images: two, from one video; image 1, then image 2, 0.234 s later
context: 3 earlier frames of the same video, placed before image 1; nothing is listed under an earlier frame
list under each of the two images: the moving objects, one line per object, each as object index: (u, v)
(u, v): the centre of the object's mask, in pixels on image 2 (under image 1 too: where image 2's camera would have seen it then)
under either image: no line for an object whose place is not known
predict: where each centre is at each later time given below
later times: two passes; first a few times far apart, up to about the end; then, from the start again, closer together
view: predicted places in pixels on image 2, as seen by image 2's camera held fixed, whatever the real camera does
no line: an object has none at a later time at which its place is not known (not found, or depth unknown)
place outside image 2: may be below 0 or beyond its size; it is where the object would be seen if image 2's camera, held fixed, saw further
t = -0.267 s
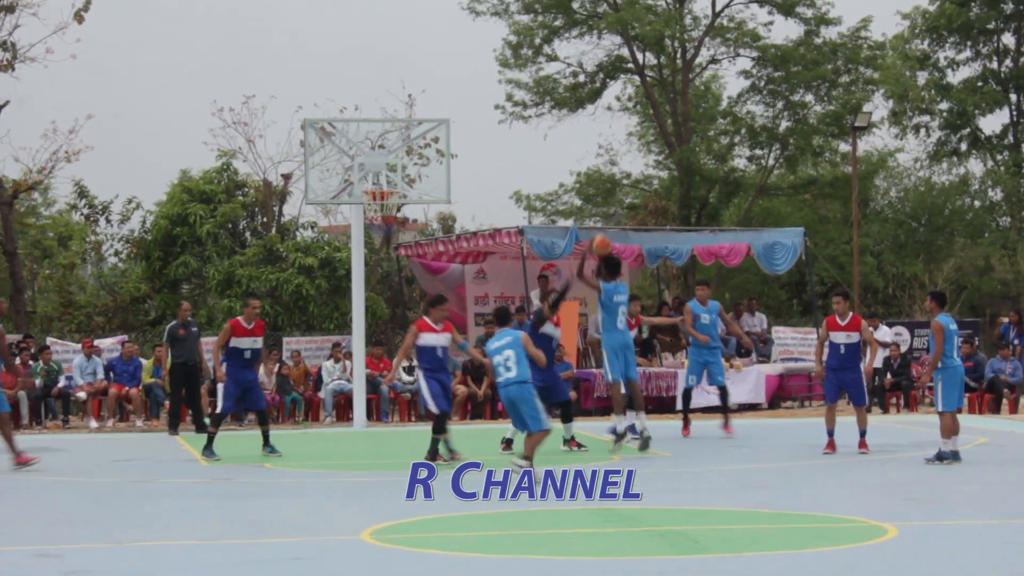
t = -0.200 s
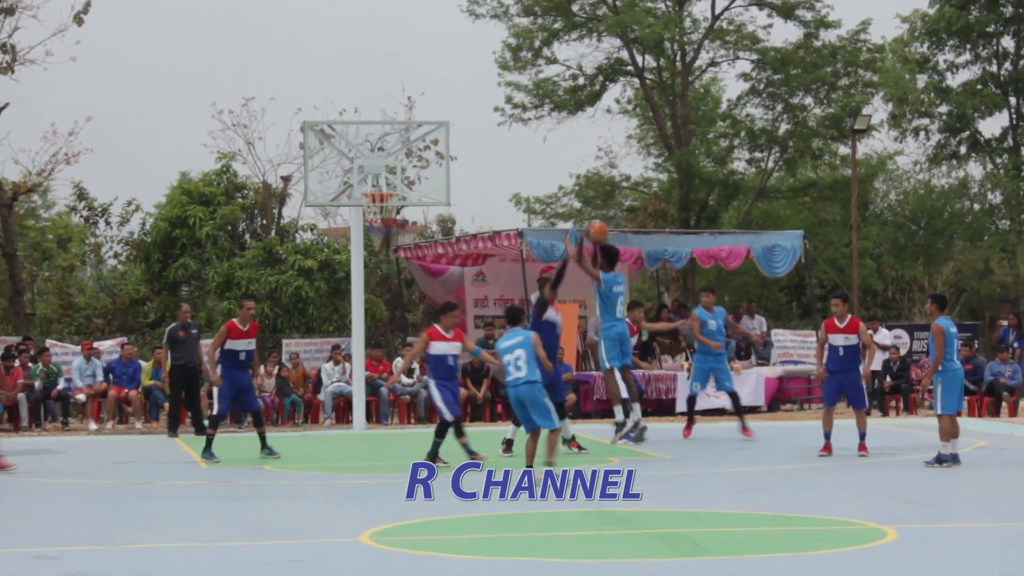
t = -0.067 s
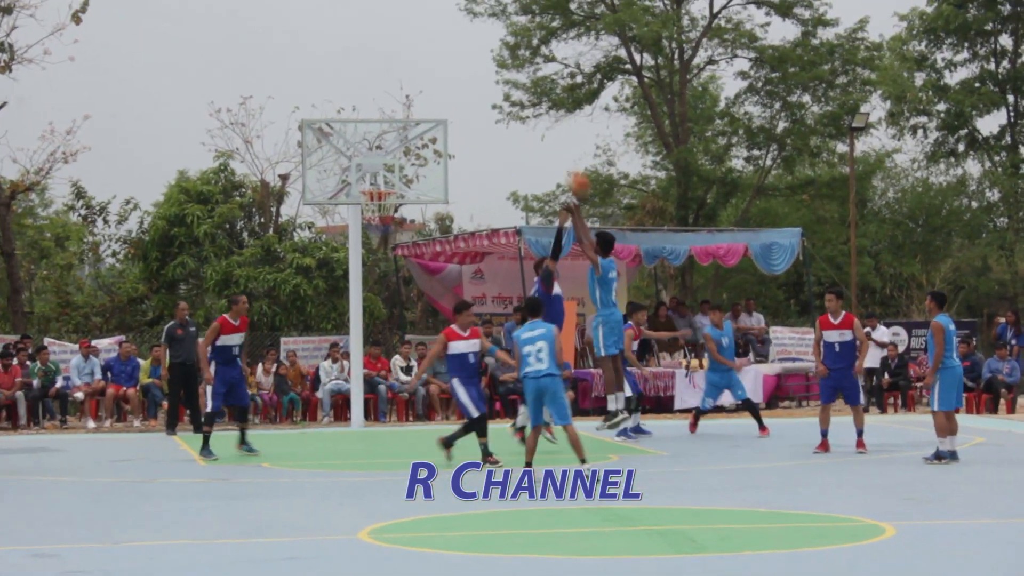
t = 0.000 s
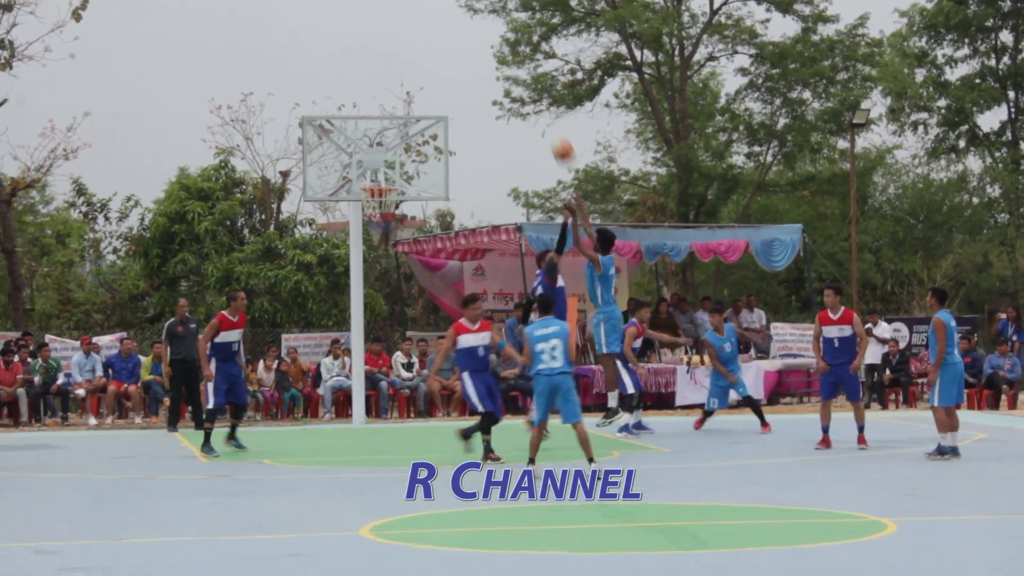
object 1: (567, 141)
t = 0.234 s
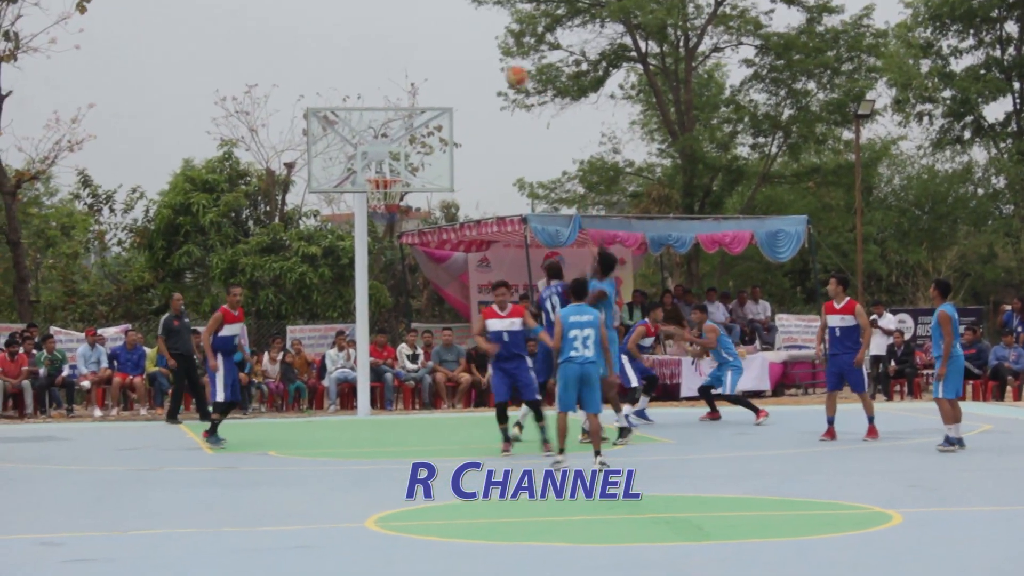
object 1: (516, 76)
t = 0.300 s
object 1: (503, 67)
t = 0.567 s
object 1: (452, 66)
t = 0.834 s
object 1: (406, 121)
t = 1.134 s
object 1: (378, 117)
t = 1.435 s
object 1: (367, 67)
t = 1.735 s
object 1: (358, 87)
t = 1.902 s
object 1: (353, 130)
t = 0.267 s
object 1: (510, 71)
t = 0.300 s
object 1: (503, 67)
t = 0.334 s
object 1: (497, 64)
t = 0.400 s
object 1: (483, 60)
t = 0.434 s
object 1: (477, 60)
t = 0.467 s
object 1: (470, 60)
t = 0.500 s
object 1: (465, 61)
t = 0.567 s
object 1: (452, 66)
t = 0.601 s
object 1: (446, 70)
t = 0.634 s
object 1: (440, 75)
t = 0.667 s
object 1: (435, 81)
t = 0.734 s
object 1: (422, 94)
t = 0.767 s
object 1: (417, 103)
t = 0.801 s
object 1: (412, 112)
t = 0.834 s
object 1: (406, 121)
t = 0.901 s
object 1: (396, 143)
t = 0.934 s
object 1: (391, 154)
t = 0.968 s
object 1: (385, 167)
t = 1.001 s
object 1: (383, 162)
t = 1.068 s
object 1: (381, 138)
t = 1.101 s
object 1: (379, 128)
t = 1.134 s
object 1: (378, 117)
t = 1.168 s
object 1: (377, 108)
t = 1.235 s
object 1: (374, 92)
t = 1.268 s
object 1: (373, 86)
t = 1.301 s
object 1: (372, 80)
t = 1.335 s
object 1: (370, 76)
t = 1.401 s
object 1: (368, 69)
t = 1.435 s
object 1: (367, 67)
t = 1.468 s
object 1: (366, 65)
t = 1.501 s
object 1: (365, 65)
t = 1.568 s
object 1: (363, 67)
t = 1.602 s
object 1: (362, 69)
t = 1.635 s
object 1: (361, 72)
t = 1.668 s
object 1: (360, 76)
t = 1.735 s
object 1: (358, 87)
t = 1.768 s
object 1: (357, 93)
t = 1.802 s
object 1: (356, 101)
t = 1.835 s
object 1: (355, 109)
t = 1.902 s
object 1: (353, 130)
